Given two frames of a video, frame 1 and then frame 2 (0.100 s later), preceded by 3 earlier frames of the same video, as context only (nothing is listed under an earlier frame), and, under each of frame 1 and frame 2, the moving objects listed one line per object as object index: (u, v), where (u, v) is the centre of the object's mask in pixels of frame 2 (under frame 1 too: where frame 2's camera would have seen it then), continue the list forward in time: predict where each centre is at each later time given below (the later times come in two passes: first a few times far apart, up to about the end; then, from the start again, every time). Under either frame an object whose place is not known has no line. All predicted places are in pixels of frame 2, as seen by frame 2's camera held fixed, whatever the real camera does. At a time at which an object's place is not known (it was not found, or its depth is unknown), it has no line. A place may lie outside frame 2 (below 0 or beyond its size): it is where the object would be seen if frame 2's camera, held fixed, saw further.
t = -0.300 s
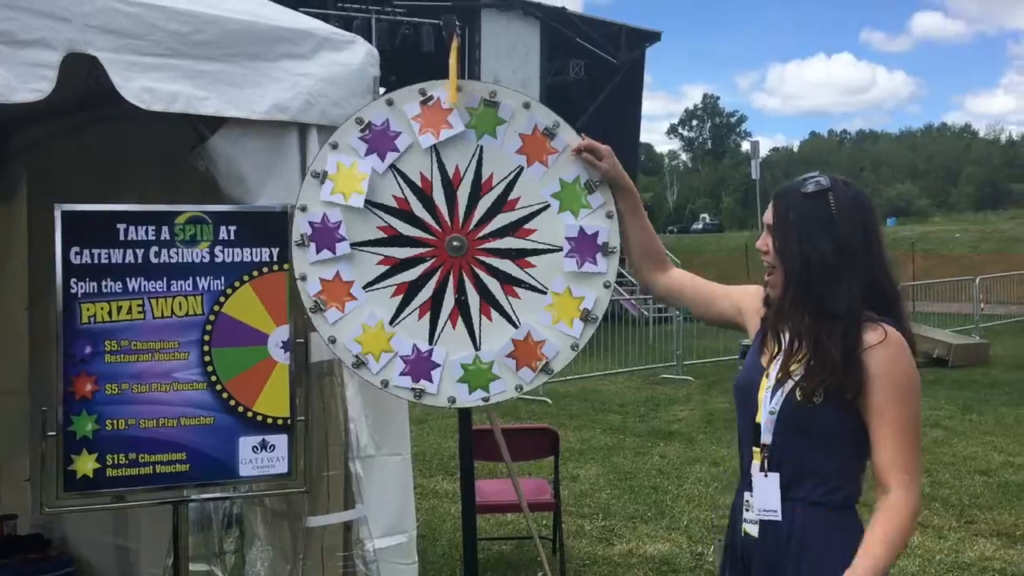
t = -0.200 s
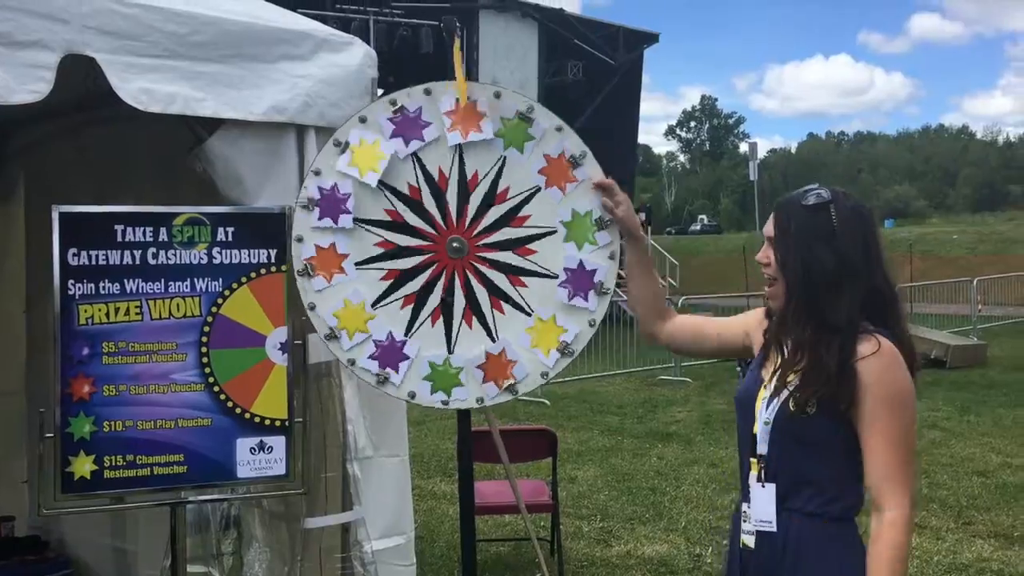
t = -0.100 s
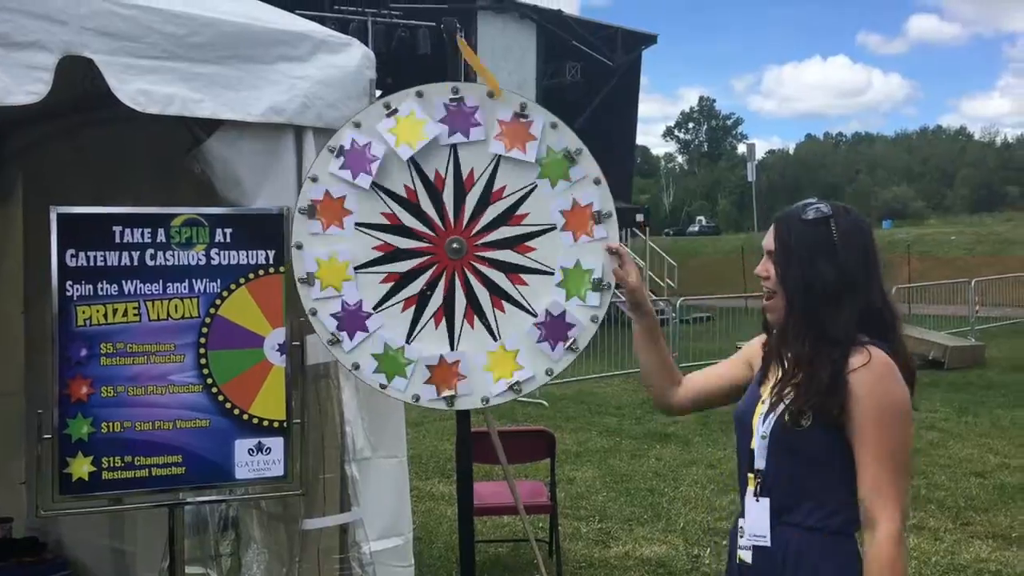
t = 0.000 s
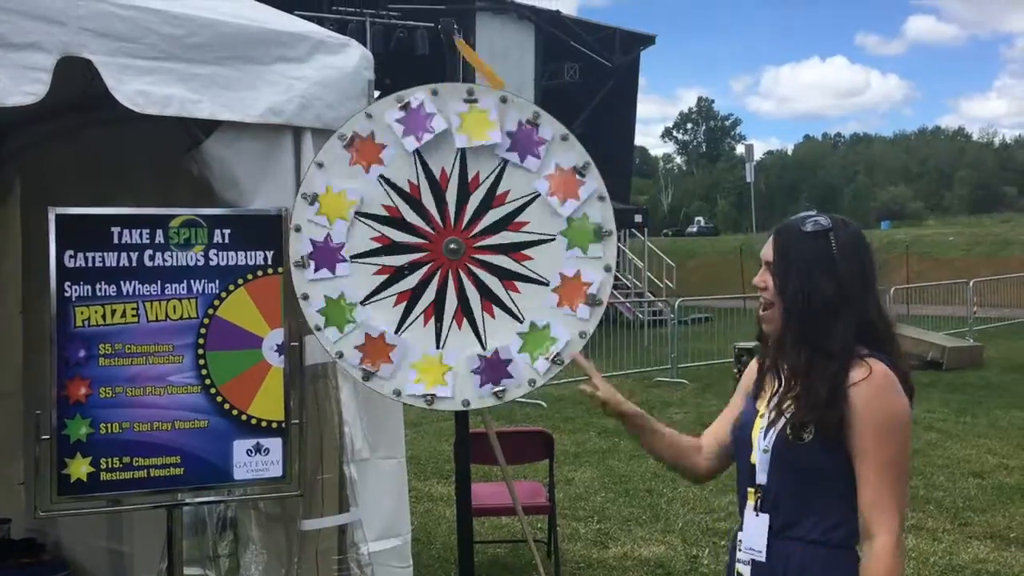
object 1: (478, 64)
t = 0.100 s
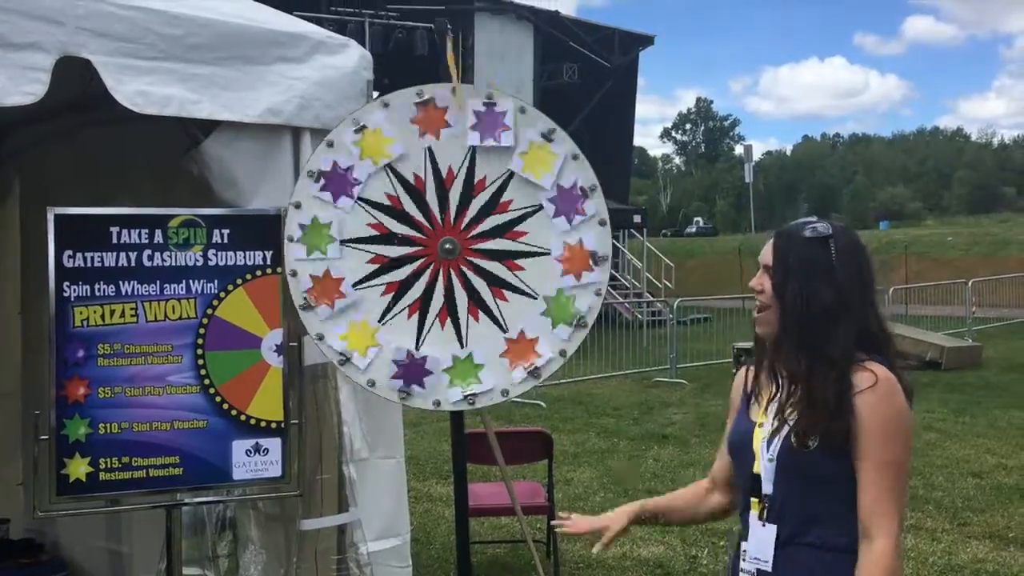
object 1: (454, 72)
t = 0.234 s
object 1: (464, 71)
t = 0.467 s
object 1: (467, 73)
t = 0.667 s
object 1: (473, 66)
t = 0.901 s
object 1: (461, 70)
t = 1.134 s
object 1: (474, 66)
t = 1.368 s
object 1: (470, 68)
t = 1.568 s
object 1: (473, 64)
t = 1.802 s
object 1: (458, 71)
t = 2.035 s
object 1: (467, 69)
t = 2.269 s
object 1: (468, 67)
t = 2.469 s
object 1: (453, 73)
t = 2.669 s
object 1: (472, 64)
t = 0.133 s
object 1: (469, 65)
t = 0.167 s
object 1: (457, 73)
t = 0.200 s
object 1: (470, 65)
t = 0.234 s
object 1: (464, 71)
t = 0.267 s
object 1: (470, 65)
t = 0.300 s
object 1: (471, 65)
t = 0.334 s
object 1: (465, 70)
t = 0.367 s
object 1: (475, 64)
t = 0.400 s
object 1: (454, 71)
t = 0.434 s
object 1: (474, 66)
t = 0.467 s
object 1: (467, 73)
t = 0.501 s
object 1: (476, 66)
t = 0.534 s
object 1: (476, 65)
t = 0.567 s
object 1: (466, 73)
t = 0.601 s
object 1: (475, 66)
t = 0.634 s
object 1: (459, 73)
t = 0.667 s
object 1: (473, 66)
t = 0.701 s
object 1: (468, 70)
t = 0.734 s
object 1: (465, 69)
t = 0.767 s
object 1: (471, 65)
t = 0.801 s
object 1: (451, 74)
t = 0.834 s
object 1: (468, 66)
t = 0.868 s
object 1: (468, 68)
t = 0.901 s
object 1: (461, 70)
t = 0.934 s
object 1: (471, 65)
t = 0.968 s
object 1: (462, 70)
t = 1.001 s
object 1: (473, 66)
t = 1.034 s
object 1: (475, 66)
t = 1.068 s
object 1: (453, 64)
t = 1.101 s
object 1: (471, 67)
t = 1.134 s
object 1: (474, 66)
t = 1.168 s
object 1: (466, 69)
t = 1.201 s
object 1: (474, 65)
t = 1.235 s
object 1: (462, 73)
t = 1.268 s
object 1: (471, 66)
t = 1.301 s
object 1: (472, 66)
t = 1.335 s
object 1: (449, 70)
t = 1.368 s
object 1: (470, 68)
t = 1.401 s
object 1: (468, 69)
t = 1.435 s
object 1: (462, 73)
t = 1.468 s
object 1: (471, 66)
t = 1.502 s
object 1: (470, 69)
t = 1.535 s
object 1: (467, 70)
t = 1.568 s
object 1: (473, 64)
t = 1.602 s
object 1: (467, 70)
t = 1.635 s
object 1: (469, 67)
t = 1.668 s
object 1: (474, 66)
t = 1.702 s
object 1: (462, 71)
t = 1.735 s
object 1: (468, 66)
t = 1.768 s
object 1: (471, 65)
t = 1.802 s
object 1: (458, 71)
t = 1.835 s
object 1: (468, 67)
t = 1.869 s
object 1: (471, 66)
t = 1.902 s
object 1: (460, 72)
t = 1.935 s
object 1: (468, 67)
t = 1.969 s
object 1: (471, 67)
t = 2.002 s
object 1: (460, 72)
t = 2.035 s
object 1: (467, 69)
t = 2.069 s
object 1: (471, 65)
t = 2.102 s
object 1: (467, 70)
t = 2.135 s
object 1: (461, 73)
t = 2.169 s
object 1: (468, 67)
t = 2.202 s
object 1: (472, 64)
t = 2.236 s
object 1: (450, 72)
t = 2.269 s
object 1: (468, 67)
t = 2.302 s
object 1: (472, 65)
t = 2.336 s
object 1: (460, 72)
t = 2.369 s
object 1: (467, 69)
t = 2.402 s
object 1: (471, 66)
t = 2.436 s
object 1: (471, 66)
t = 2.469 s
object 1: (453, 73)
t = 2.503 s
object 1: (468, 69)
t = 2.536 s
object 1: (472, 66)
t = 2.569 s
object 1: (463, 71)
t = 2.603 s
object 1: (464, 73)
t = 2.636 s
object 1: (470, 69)
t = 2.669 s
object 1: (472, 64)
